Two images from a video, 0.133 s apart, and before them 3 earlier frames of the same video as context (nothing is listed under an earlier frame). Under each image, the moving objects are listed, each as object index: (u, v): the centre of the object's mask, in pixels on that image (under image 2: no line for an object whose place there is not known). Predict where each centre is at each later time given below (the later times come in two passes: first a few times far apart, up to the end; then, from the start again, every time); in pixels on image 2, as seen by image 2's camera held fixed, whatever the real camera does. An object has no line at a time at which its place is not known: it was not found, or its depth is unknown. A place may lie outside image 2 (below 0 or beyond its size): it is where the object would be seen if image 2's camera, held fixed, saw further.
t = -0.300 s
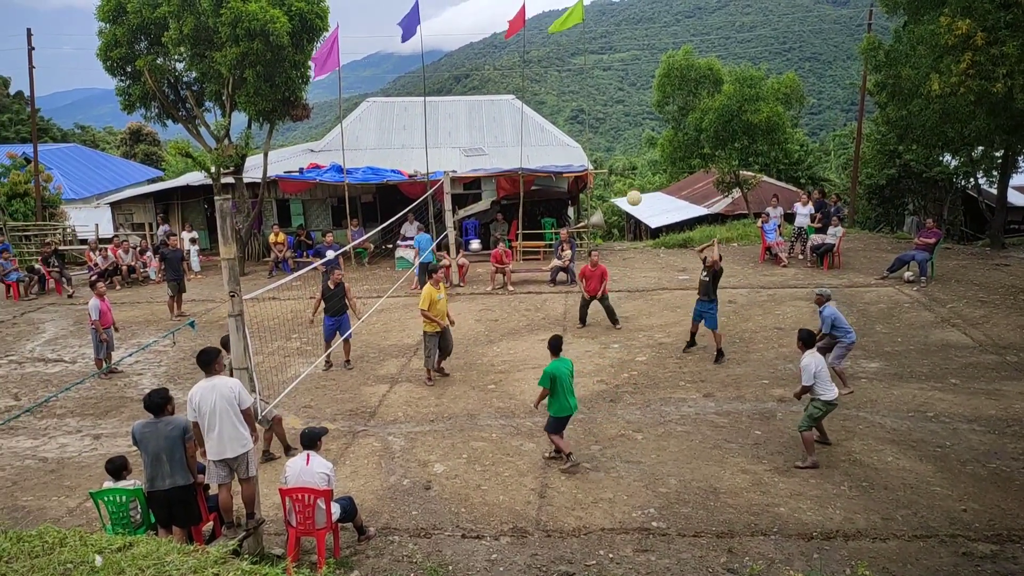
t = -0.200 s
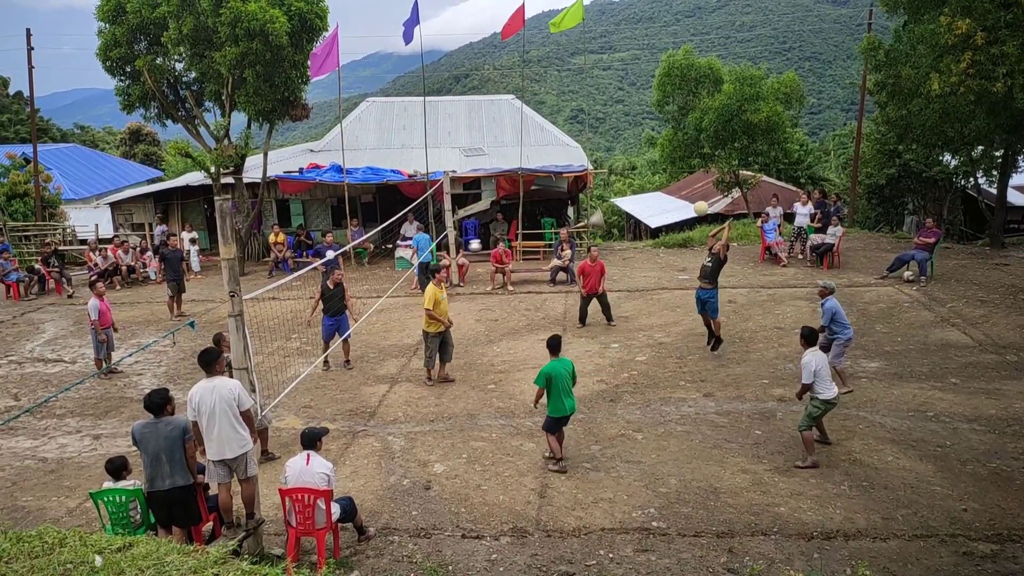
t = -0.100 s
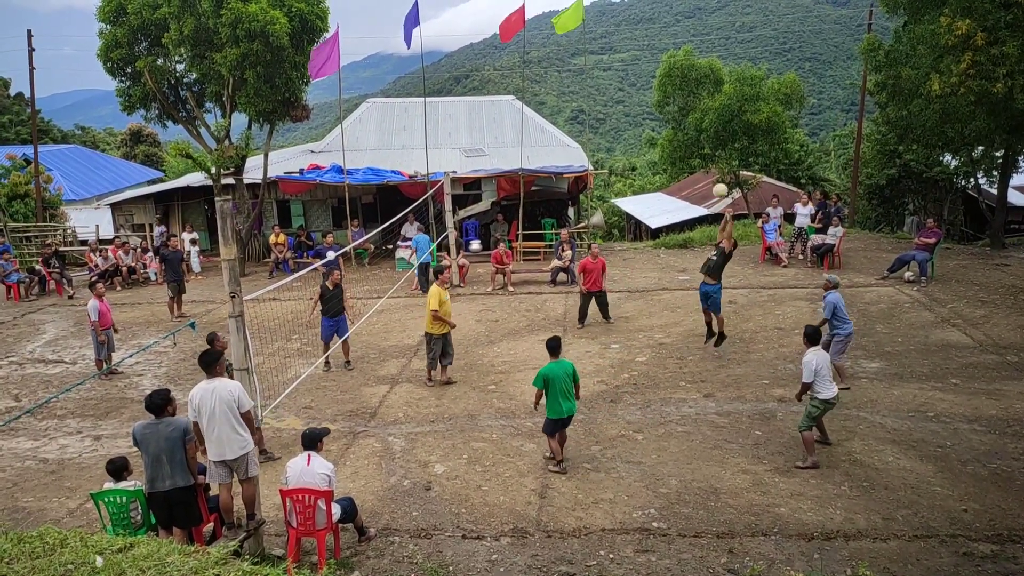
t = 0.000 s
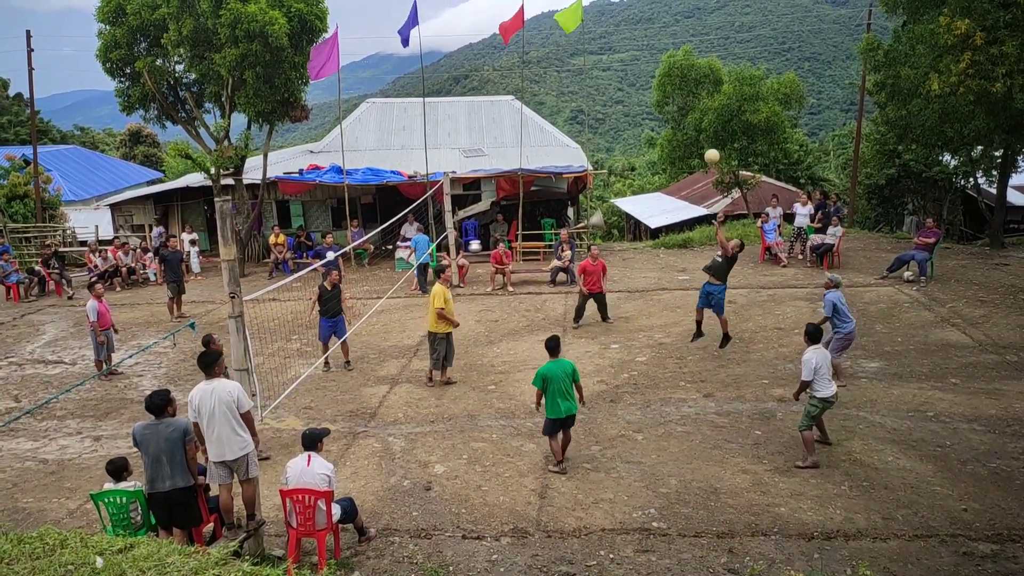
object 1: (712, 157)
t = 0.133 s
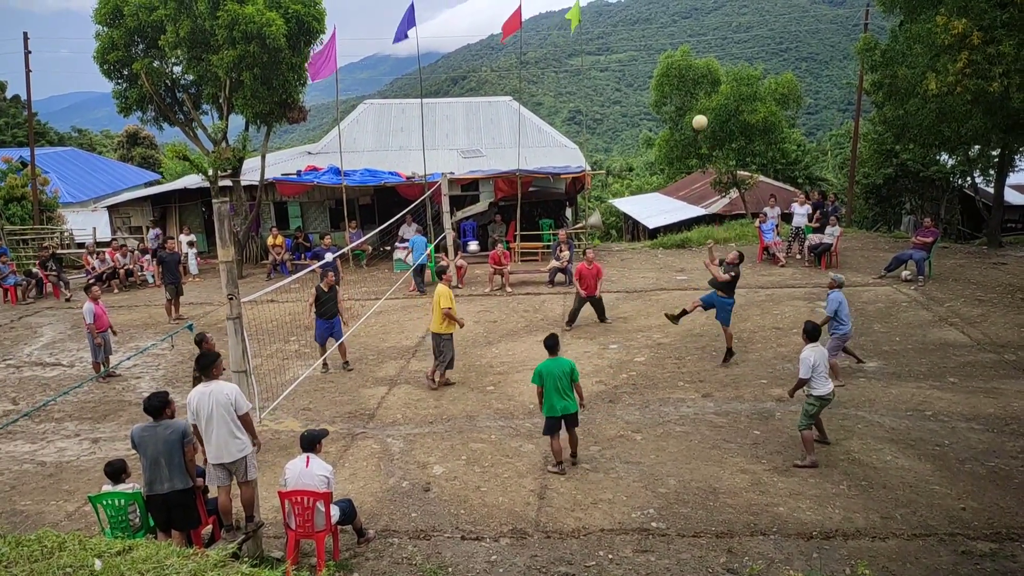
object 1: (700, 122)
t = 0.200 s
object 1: (694, 110)
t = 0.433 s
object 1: (675, 90)
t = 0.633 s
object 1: (659, 102)
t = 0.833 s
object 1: (644, 139)
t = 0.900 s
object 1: (638, 156)
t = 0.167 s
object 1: (697, 116)
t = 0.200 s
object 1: (694, 110)
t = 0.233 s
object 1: (692, 105)
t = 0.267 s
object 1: (689, 101)
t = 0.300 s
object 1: (686, 97)
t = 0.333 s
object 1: (683, 94)
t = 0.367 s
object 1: (681, 92)
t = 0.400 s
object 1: (678, 91)
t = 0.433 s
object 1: (675, 90)
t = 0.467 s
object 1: (673, 91)
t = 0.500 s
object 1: (670, 92)
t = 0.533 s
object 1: (667, 93)
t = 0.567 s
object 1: (665, 96)
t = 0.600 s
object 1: (662, 98)
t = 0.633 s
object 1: (659, 102)
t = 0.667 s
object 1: (656, 107)
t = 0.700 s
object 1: (654, 112)
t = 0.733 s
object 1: (652, 118)
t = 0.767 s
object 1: (649, 124)
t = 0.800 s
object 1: (647, 131)
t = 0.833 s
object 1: (644, 139)
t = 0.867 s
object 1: (641, 147)
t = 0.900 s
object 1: (638, 156)
